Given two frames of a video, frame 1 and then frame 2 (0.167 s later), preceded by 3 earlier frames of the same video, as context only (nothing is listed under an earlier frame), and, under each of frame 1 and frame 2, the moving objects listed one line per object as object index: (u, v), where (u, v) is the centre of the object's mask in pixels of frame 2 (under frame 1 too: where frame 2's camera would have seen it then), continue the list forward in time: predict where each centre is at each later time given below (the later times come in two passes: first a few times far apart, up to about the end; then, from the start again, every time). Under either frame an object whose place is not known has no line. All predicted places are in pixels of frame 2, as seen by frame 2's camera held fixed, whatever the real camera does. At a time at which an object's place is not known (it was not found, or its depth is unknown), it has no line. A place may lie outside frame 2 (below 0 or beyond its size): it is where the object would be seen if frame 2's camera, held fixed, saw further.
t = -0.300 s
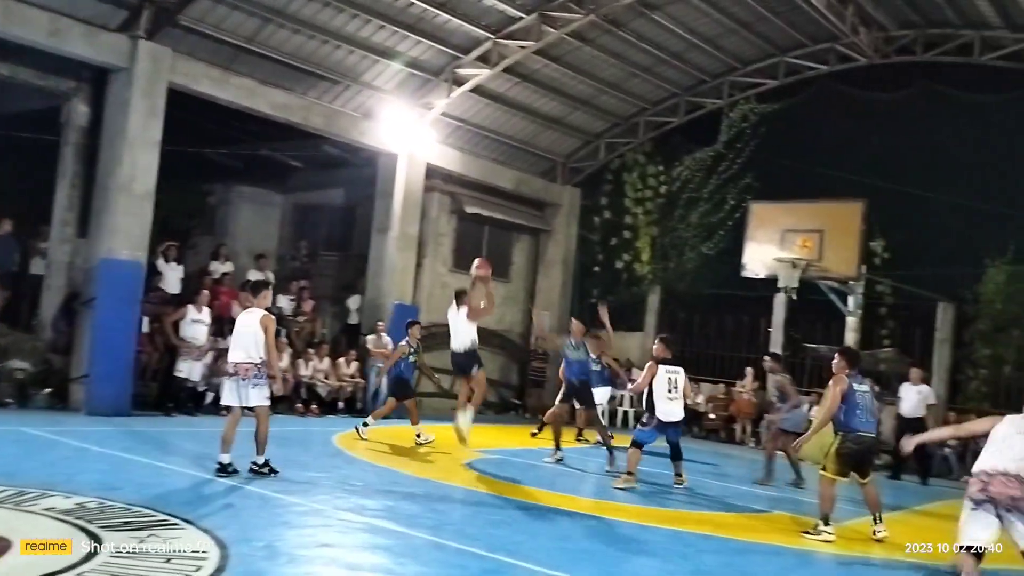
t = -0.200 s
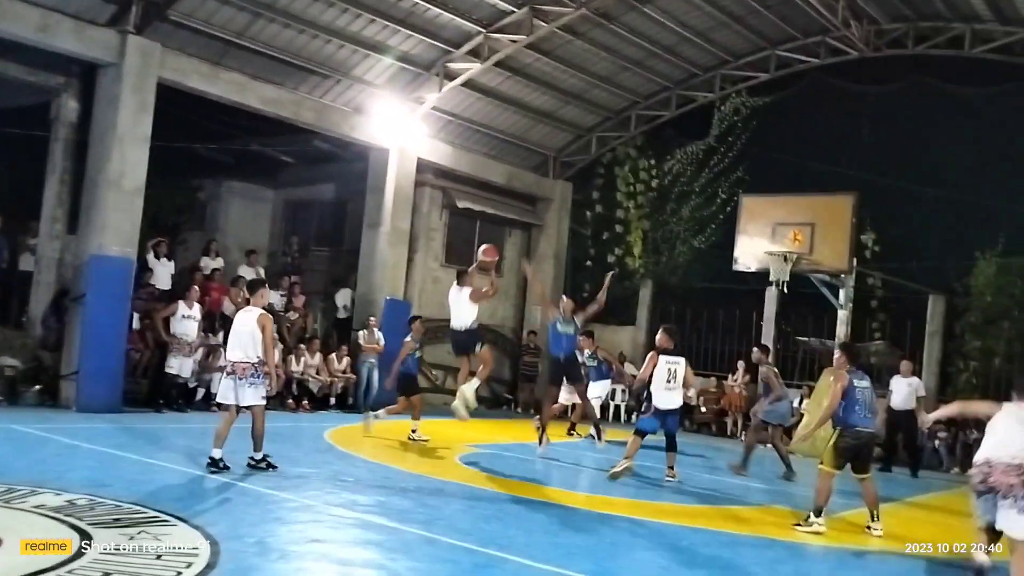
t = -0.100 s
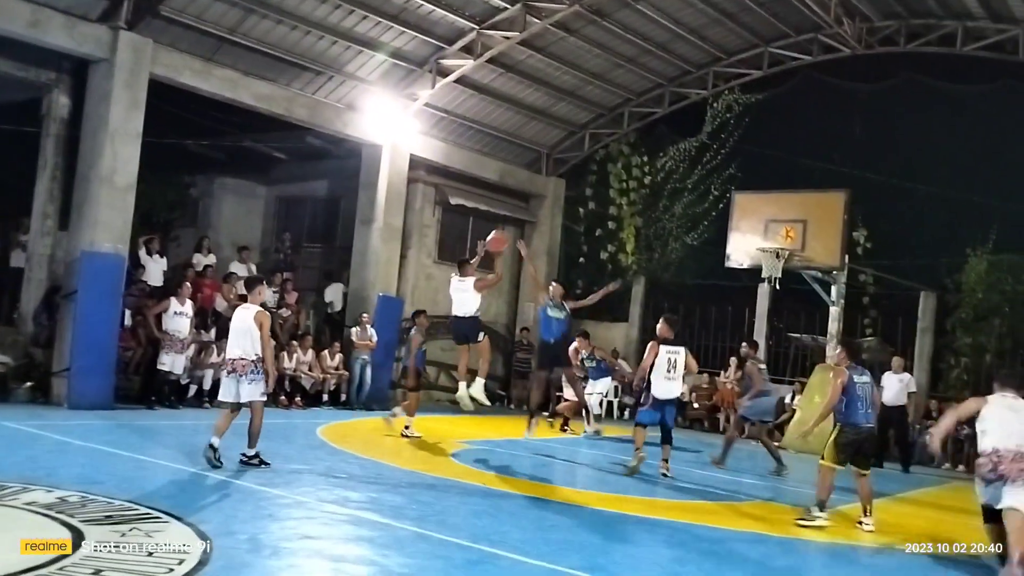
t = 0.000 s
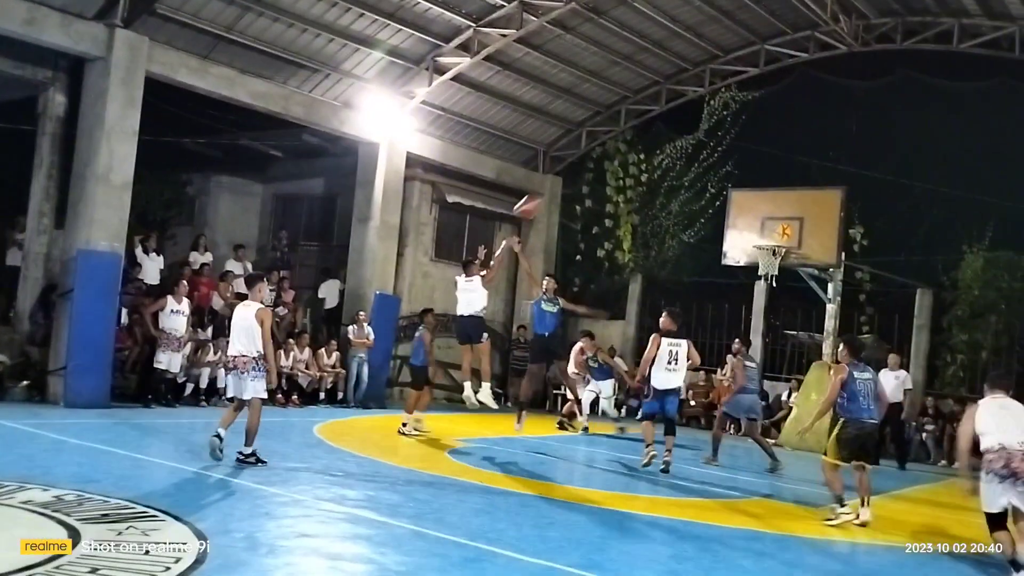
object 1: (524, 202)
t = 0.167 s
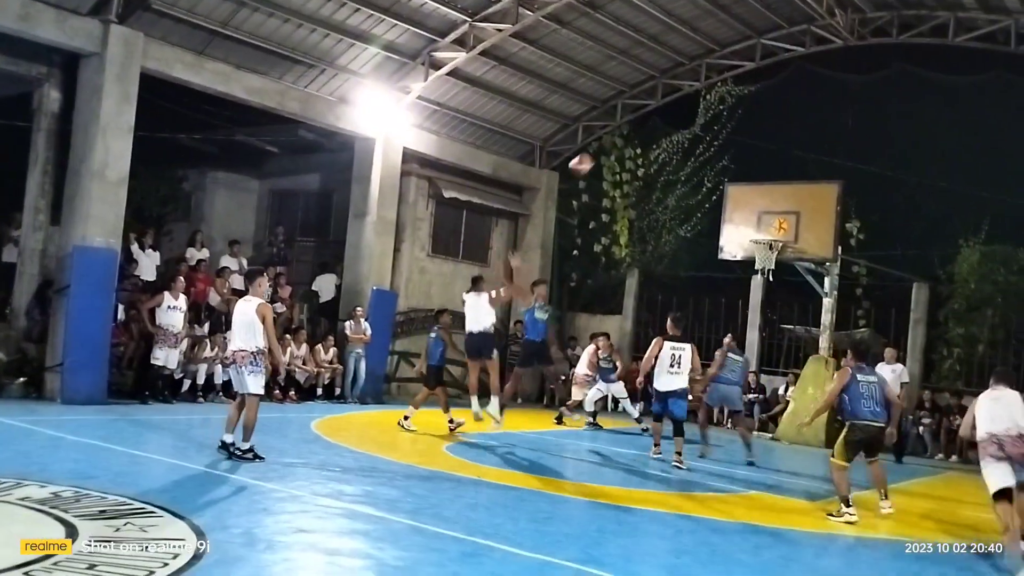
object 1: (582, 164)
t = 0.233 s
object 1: (603, 155)
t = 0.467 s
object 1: (667, 153)
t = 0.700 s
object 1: (717, 186)
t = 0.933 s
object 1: (751, 223)
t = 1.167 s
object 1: (735, 198)
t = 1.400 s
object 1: (714, 210)
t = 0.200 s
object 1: (592, 159)
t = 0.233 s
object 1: (603, 155)
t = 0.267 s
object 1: (612, 153)
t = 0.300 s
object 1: (623, 150)
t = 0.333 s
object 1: (631, 150)
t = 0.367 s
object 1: (640, 149)
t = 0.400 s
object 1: (649, 149)
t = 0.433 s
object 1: (659, 151)
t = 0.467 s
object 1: (667, 153)
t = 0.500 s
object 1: (675, 157)
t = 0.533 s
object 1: (683, 159)
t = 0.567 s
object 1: (691, 163)
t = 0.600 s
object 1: (698, 168)
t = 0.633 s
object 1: (706, 174)
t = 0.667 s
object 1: (713, 180)
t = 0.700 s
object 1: (717, 186)
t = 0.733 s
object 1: (724, 193)
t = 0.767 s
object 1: (733, 202)
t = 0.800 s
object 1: (739, 210)
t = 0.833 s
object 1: (745, 219)
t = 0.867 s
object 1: (754, 228)
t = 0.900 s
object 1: (754, 229)
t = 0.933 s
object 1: (751, 223)
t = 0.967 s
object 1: (749, 217)
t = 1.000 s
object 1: (747, 213)
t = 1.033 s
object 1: (745, 208)
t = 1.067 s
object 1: (744, 205)
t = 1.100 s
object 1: (739, 202)
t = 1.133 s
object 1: (737, 200)
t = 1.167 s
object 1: (735, 198)
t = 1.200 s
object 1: (732, 198)
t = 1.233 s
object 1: (729, 198)
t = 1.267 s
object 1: (726, 199)
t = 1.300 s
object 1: (722, 201)
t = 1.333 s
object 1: (720, 203)
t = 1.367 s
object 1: (717, 207)
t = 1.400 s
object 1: (714, 210)
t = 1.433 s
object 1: (711, 214)
